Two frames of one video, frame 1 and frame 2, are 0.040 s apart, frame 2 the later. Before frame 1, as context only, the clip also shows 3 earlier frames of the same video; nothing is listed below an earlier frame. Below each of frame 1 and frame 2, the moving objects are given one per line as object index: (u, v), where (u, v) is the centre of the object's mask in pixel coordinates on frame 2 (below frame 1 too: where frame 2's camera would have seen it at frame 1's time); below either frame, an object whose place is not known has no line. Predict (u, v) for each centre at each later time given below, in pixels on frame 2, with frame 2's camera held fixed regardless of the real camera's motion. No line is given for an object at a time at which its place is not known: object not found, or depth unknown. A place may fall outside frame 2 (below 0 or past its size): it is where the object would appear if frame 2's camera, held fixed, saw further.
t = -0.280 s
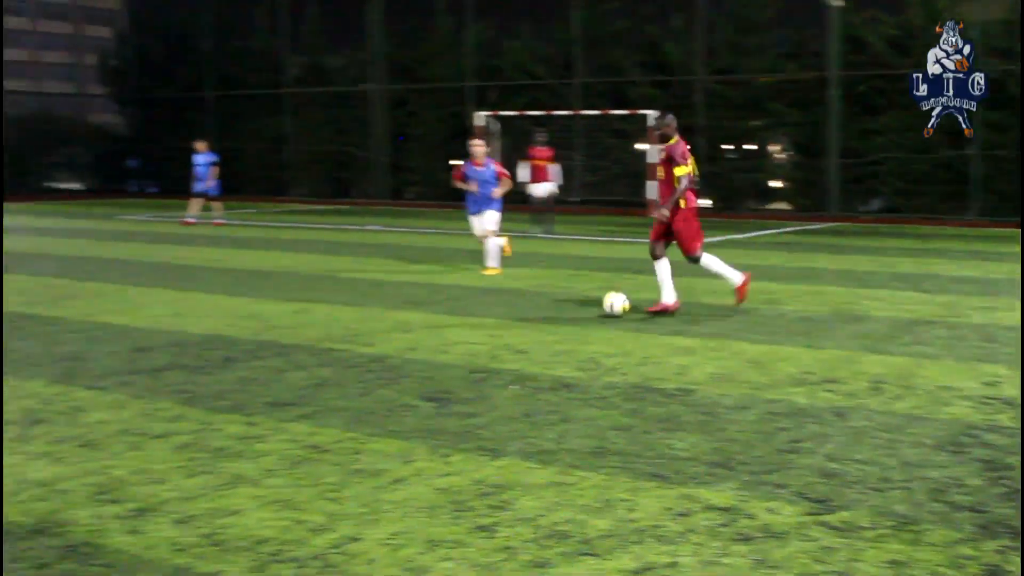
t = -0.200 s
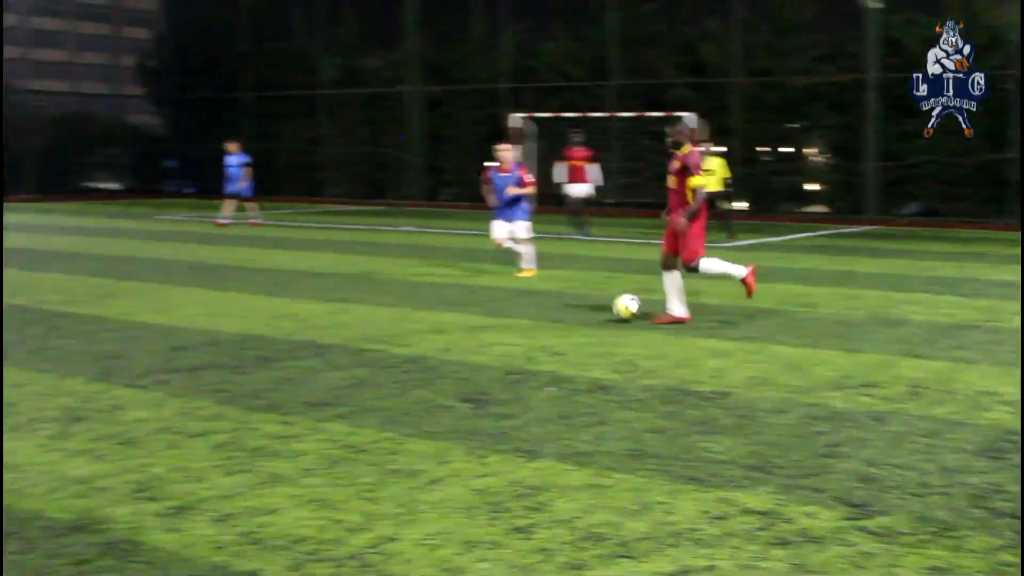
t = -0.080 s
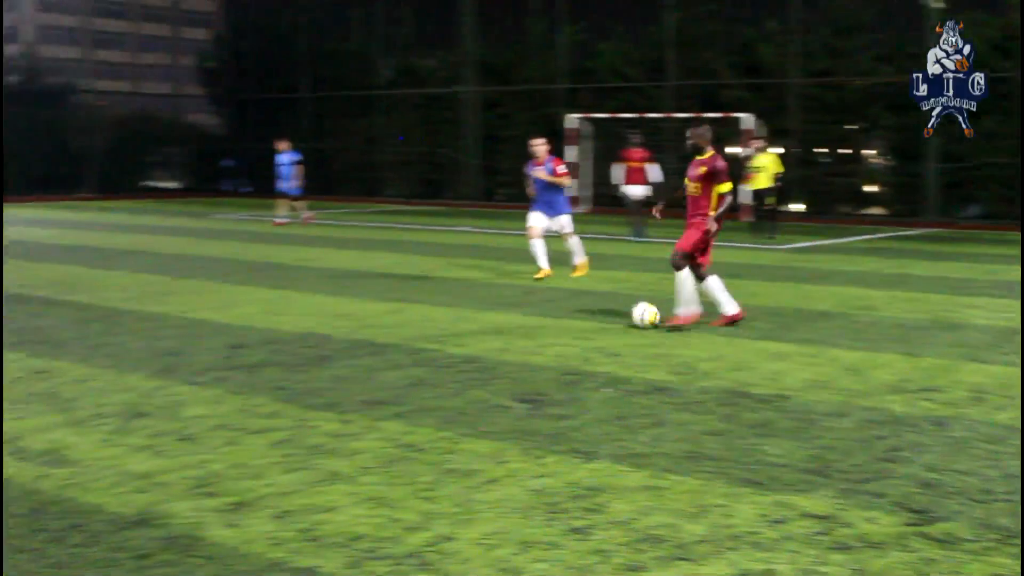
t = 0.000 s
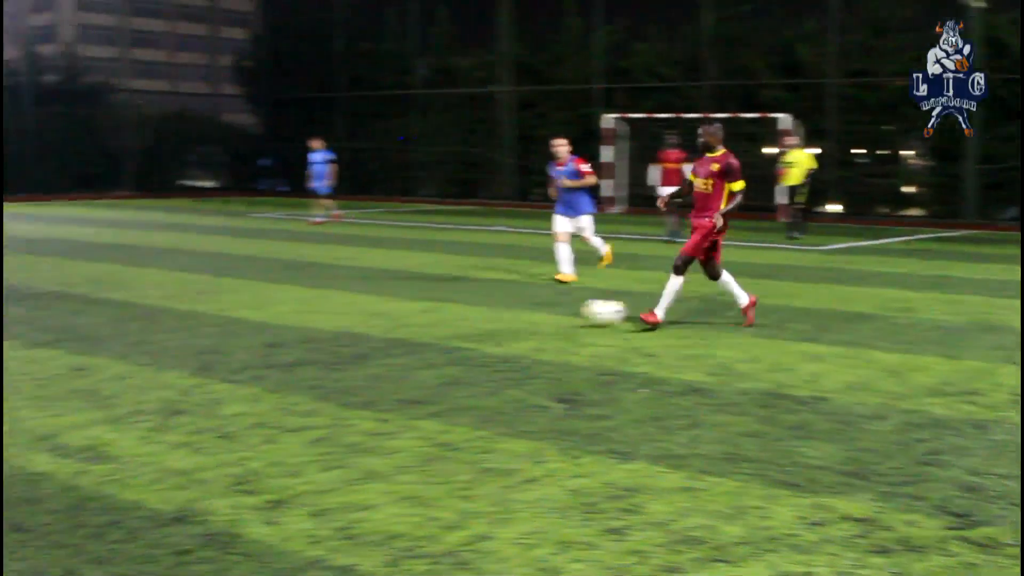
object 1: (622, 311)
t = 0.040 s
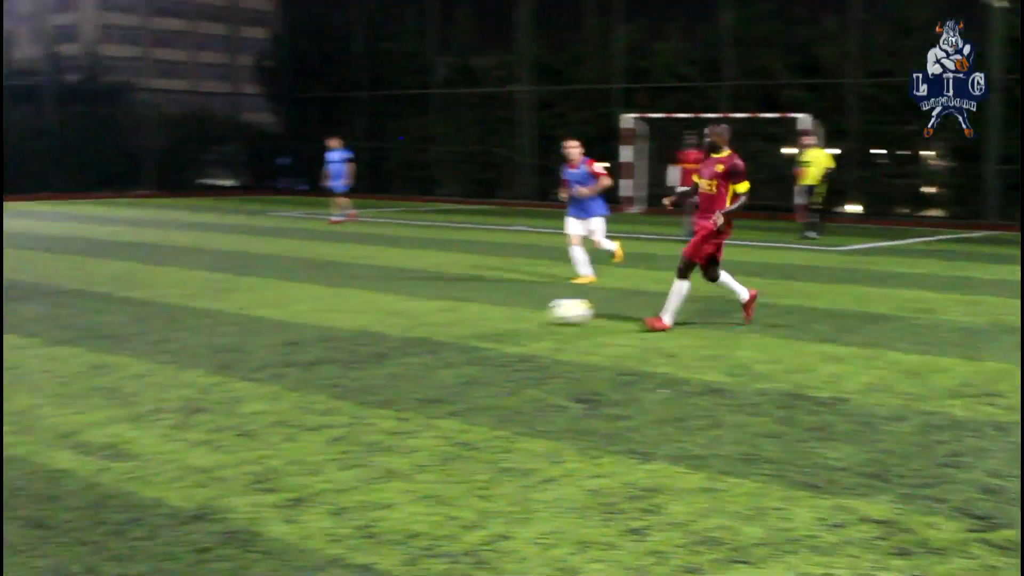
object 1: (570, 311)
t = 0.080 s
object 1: (520, 310)
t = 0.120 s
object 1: (473, 305)
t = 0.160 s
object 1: (427, 303)
